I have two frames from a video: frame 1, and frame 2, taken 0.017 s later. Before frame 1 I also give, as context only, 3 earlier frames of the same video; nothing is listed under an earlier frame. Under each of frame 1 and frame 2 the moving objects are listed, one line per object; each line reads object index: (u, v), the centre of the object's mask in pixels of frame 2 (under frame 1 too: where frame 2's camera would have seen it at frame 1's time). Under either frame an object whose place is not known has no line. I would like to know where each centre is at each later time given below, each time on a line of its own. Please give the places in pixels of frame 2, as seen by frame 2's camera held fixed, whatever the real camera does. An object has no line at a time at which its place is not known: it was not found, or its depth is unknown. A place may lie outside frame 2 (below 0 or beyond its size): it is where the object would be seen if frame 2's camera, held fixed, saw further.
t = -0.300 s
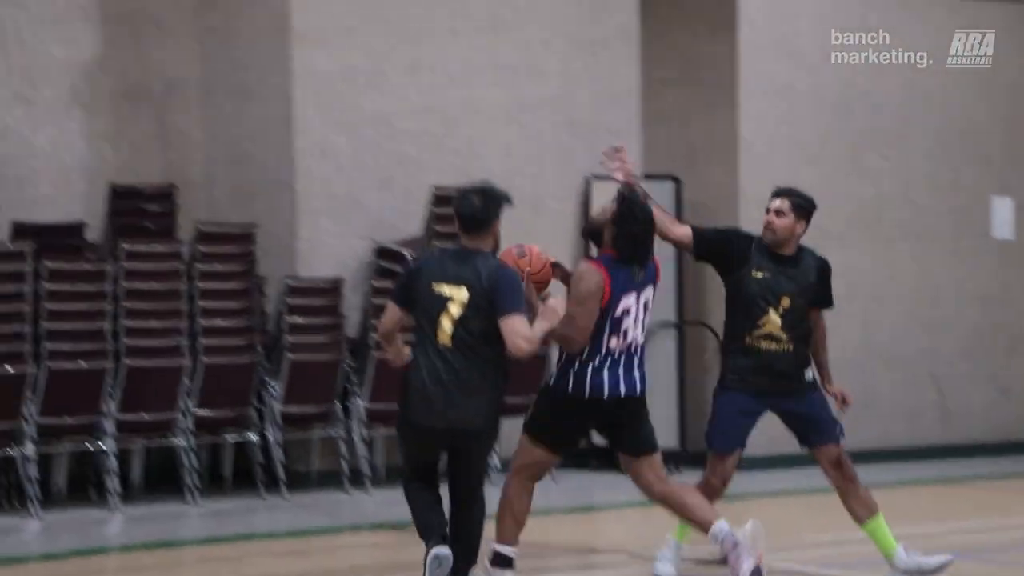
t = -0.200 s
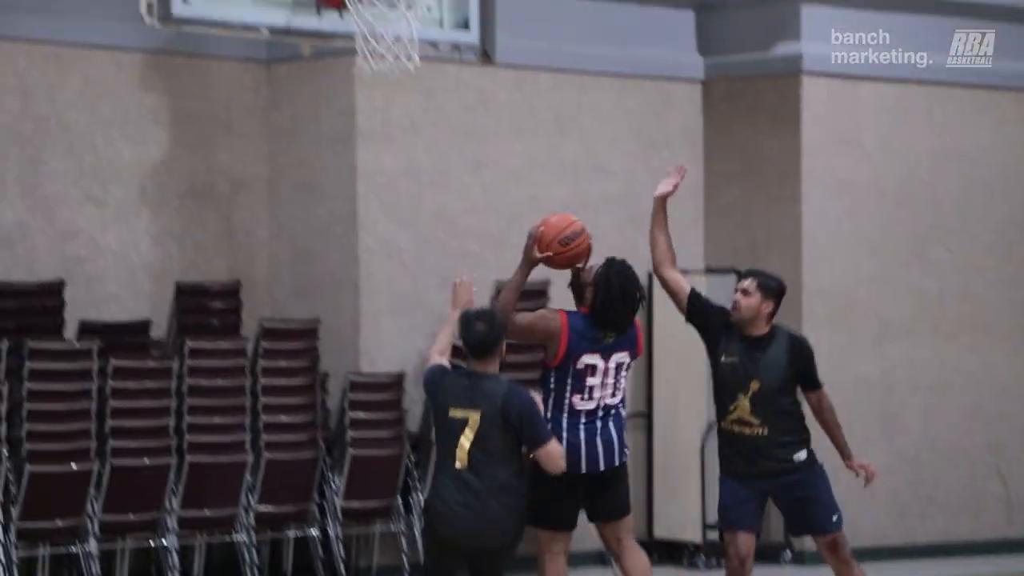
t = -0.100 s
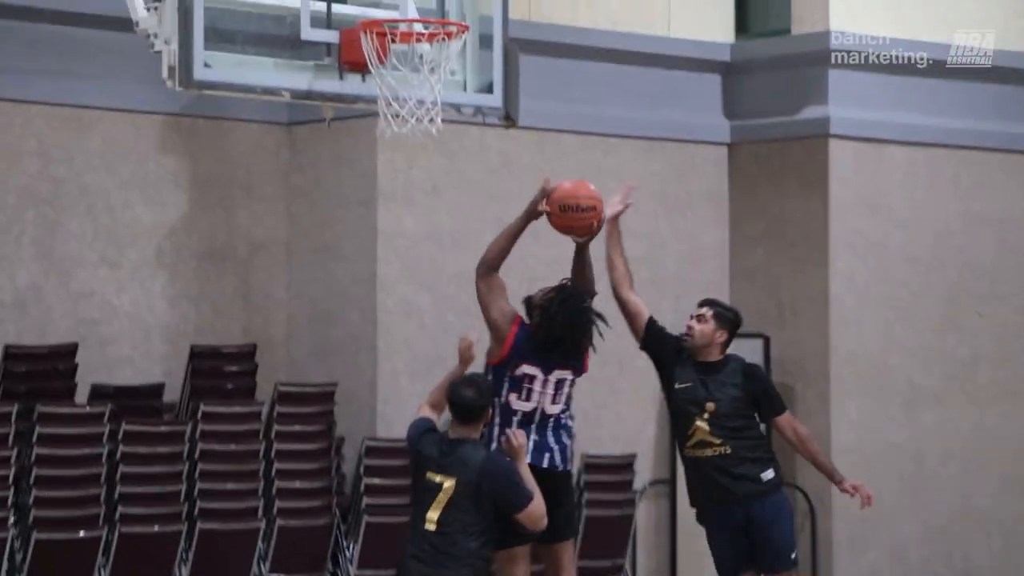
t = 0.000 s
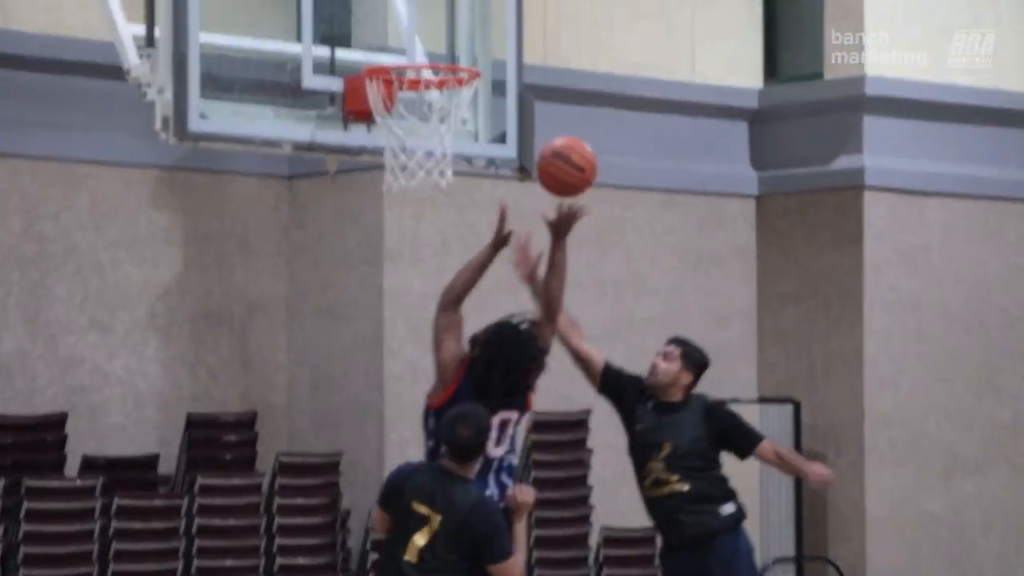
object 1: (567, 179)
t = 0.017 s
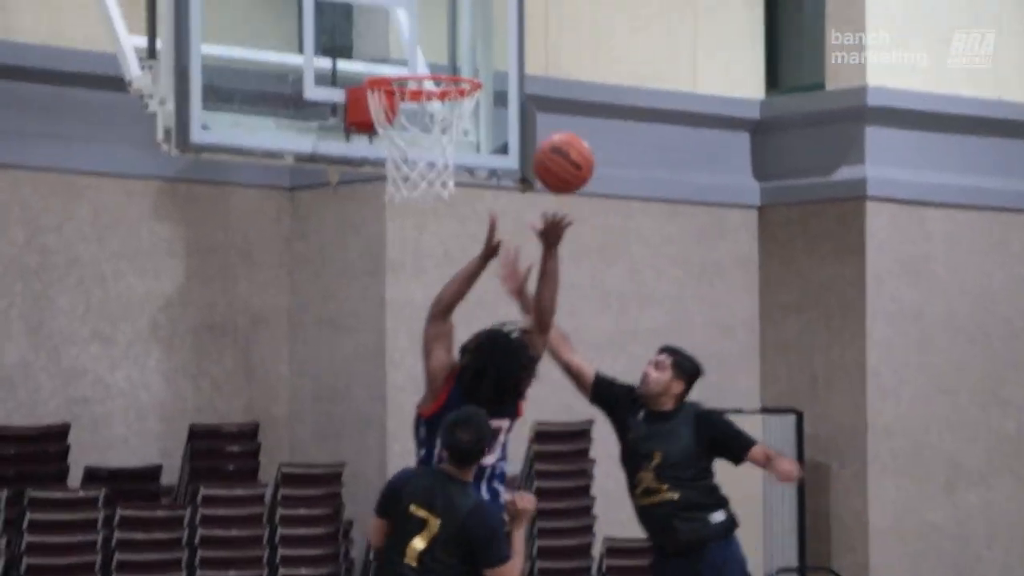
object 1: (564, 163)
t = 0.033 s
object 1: (559, 149)
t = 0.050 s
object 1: (554, 134)
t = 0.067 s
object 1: (549, 122)
